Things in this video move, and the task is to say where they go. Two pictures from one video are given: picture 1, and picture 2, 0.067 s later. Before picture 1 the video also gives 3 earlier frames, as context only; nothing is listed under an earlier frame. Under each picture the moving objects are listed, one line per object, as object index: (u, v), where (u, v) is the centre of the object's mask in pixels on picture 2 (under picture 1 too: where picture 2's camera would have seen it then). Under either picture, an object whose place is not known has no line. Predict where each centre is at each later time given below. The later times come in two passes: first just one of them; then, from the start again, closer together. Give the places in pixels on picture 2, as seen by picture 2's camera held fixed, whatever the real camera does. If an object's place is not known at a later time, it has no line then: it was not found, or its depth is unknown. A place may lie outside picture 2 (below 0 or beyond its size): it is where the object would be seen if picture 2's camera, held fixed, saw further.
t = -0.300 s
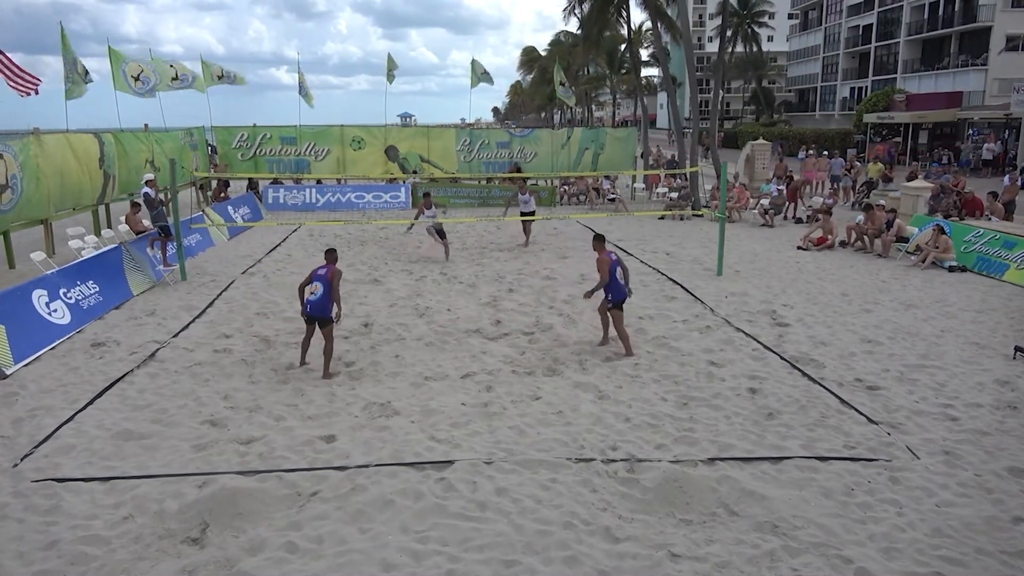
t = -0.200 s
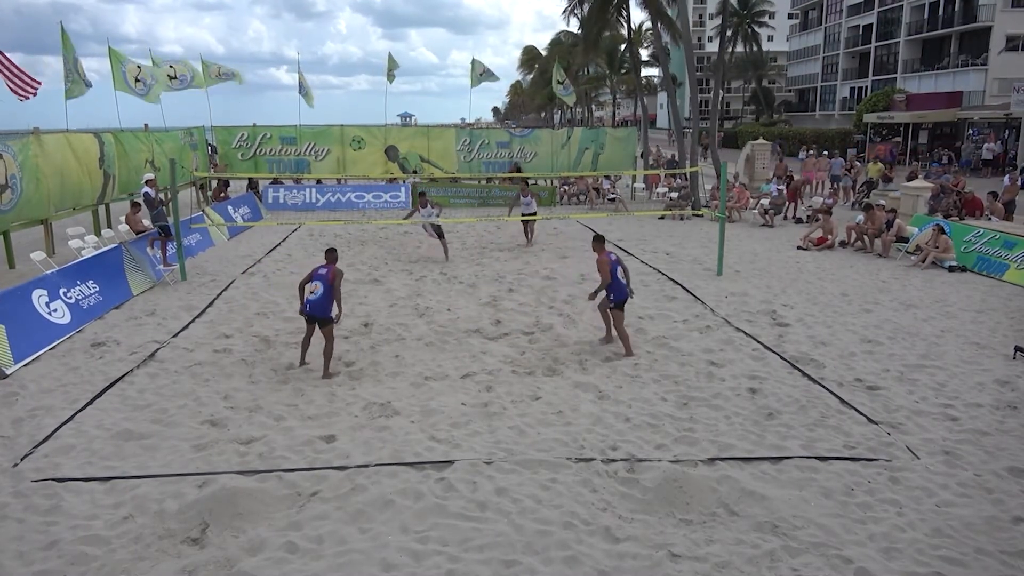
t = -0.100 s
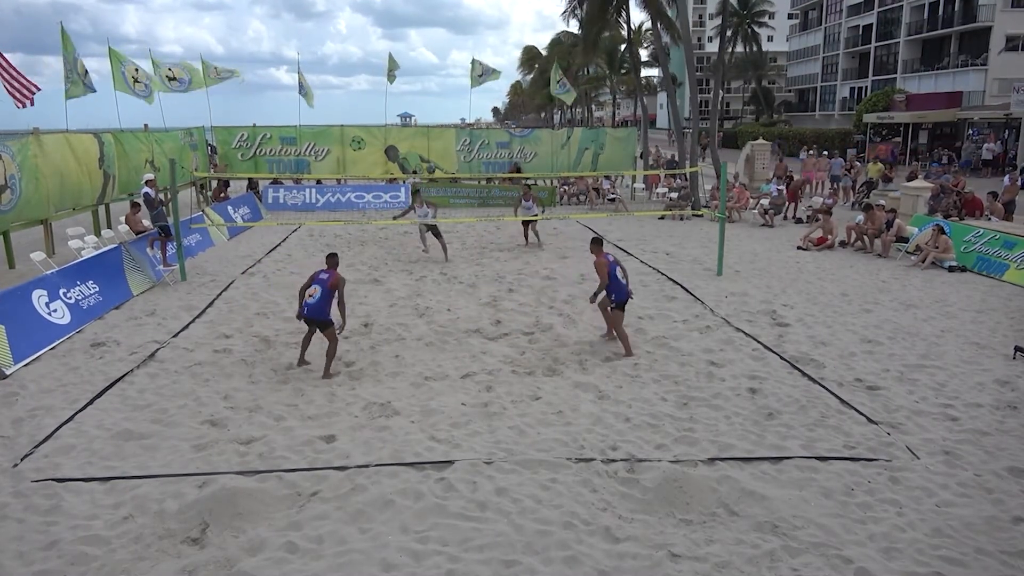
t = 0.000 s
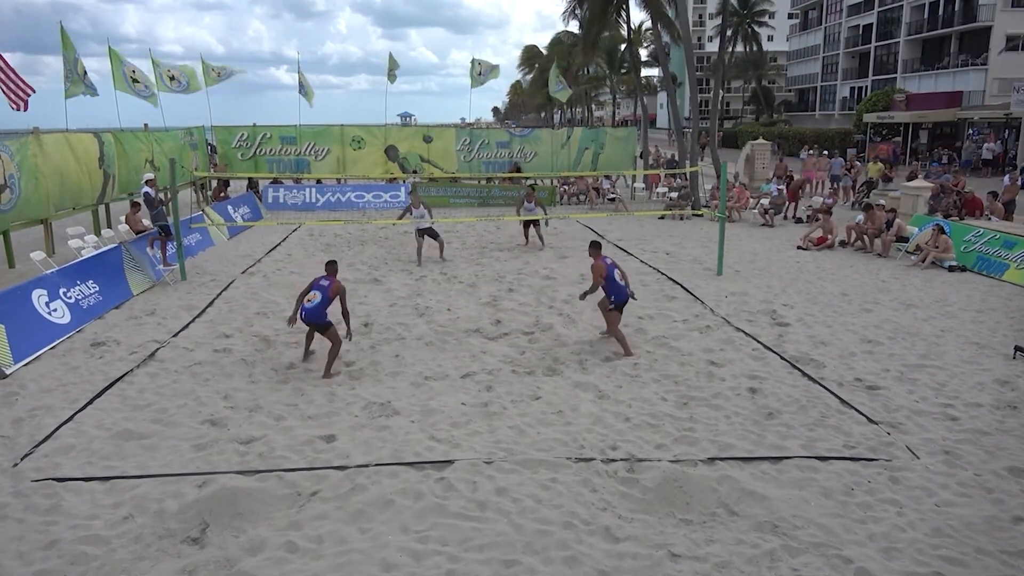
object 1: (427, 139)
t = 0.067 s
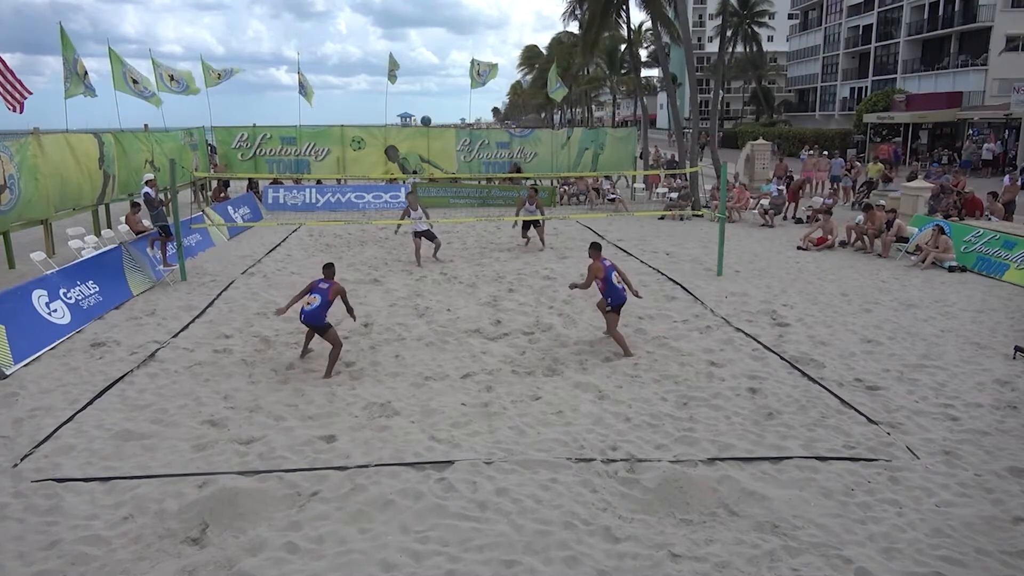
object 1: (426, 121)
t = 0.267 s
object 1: (420, 80)
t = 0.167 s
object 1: (423, 98)
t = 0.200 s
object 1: (422, 91)
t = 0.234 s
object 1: (421, 85)
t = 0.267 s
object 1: (420, 80)
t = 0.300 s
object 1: (420, 75)
